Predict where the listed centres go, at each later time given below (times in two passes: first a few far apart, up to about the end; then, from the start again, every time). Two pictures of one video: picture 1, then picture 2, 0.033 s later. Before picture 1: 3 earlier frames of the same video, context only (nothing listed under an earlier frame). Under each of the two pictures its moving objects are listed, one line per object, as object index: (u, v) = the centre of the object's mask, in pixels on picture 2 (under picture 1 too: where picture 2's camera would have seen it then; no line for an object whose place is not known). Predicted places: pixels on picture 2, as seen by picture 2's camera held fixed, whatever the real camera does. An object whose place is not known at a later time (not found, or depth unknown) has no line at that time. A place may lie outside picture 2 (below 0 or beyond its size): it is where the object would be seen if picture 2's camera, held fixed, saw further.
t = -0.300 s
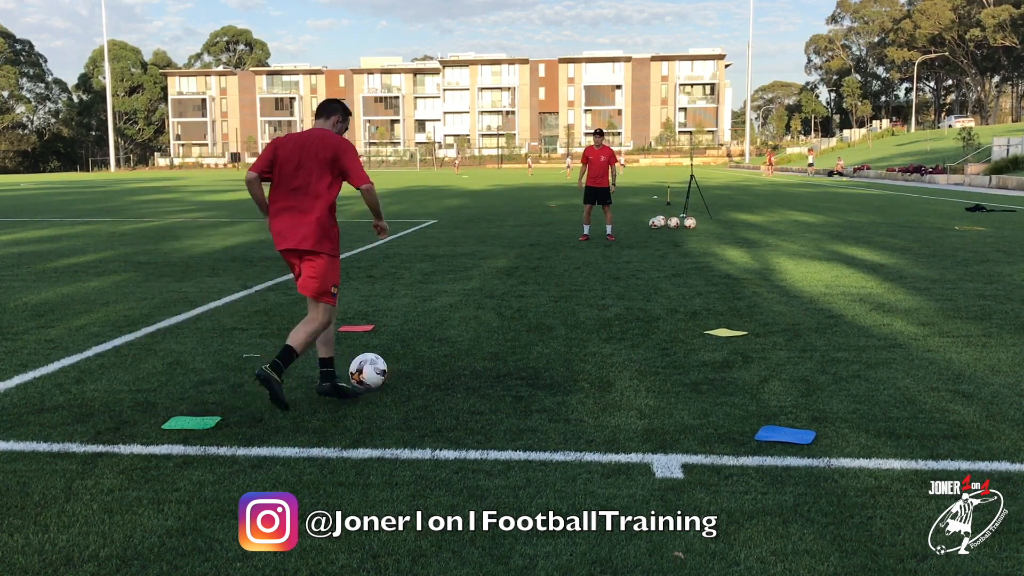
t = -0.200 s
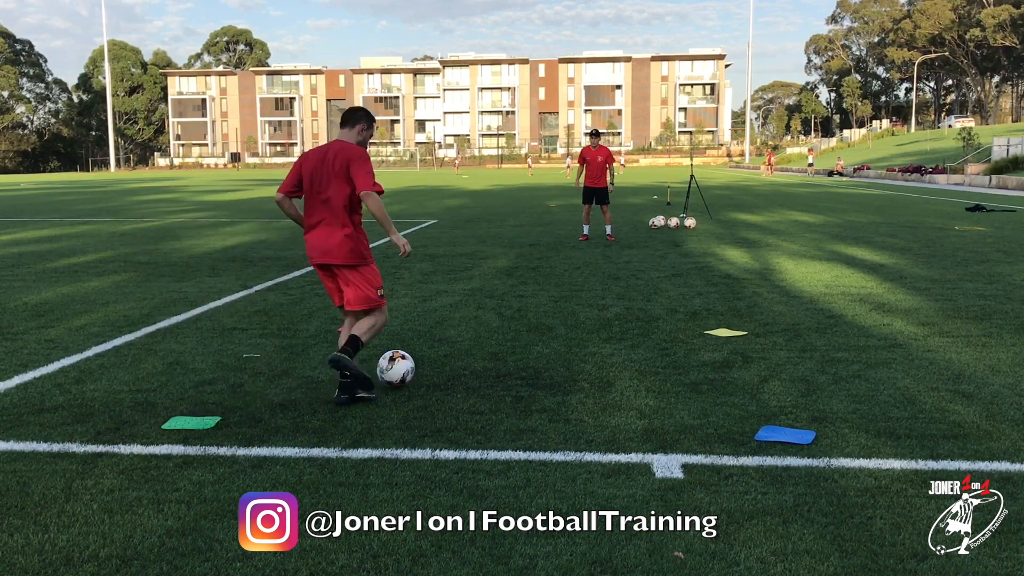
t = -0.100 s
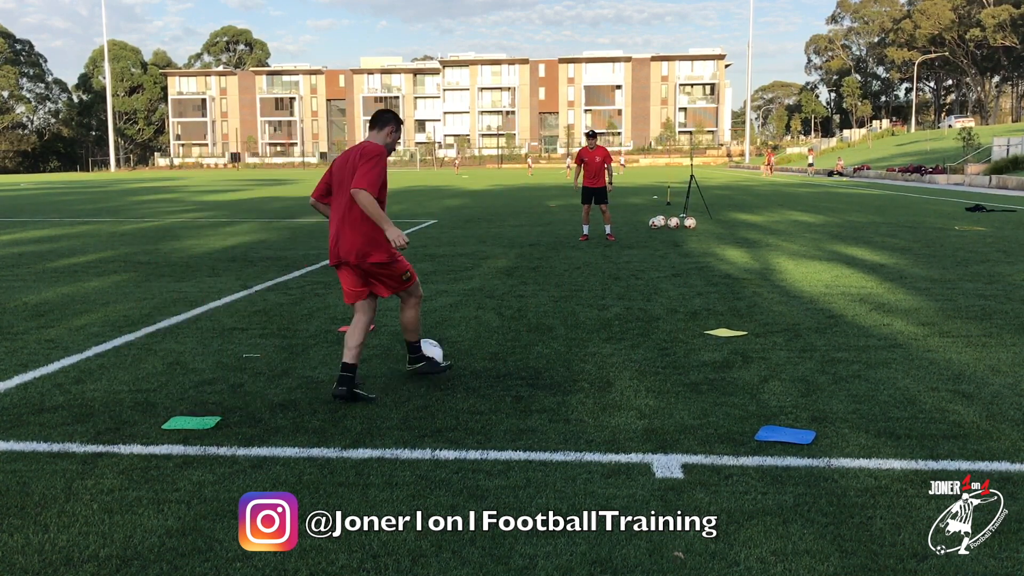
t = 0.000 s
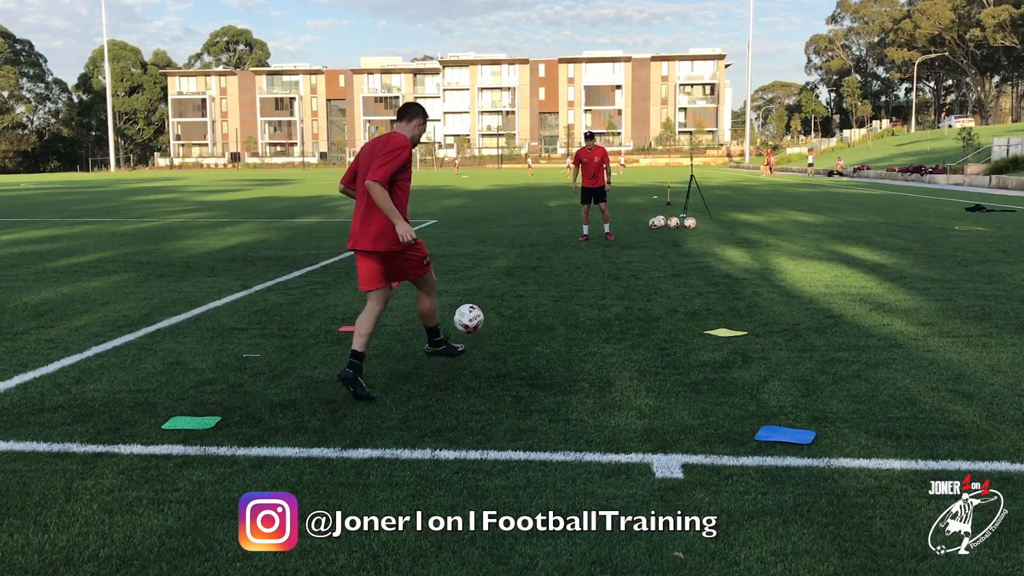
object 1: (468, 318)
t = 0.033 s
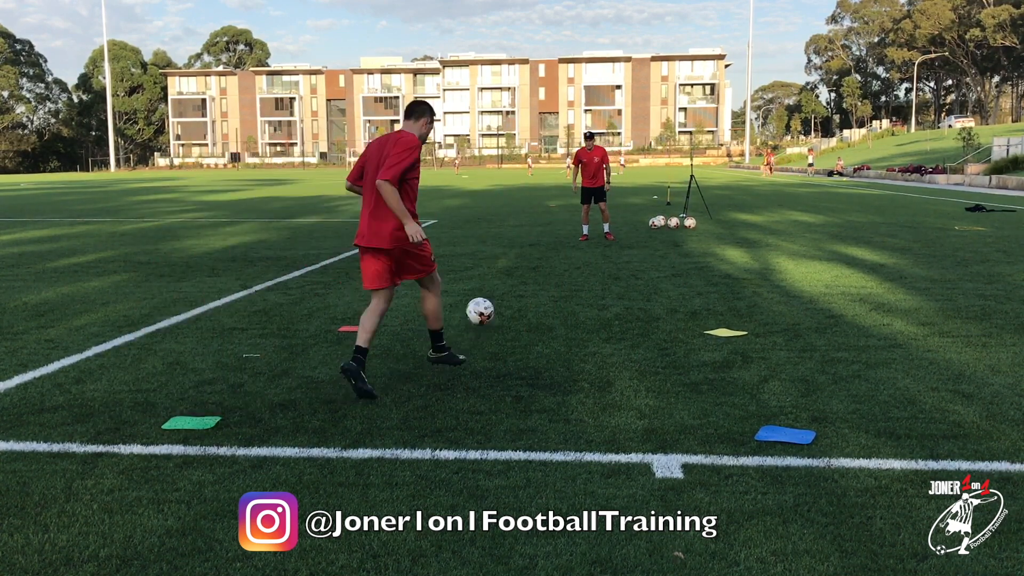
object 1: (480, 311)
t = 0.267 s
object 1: (529, 273)
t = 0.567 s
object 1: (561, 249)
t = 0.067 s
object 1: (489, 306)
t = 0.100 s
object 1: (498, 302)
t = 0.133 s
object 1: (506, 293)
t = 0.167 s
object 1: (512, 286)
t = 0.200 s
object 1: (519, 280)
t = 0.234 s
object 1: (524, 275)
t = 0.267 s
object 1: (529, 273)
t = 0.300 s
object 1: (534, 272)
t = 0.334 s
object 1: (538, 269)
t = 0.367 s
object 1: (543, 264)
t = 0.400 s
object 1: (546, 261)
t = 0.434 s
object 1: (550, 258)
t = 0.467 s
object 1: (553, 257)
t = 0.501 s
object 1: (556, 255)
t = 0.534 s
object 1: (559, 251)
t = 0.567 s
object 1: (561, 249)
